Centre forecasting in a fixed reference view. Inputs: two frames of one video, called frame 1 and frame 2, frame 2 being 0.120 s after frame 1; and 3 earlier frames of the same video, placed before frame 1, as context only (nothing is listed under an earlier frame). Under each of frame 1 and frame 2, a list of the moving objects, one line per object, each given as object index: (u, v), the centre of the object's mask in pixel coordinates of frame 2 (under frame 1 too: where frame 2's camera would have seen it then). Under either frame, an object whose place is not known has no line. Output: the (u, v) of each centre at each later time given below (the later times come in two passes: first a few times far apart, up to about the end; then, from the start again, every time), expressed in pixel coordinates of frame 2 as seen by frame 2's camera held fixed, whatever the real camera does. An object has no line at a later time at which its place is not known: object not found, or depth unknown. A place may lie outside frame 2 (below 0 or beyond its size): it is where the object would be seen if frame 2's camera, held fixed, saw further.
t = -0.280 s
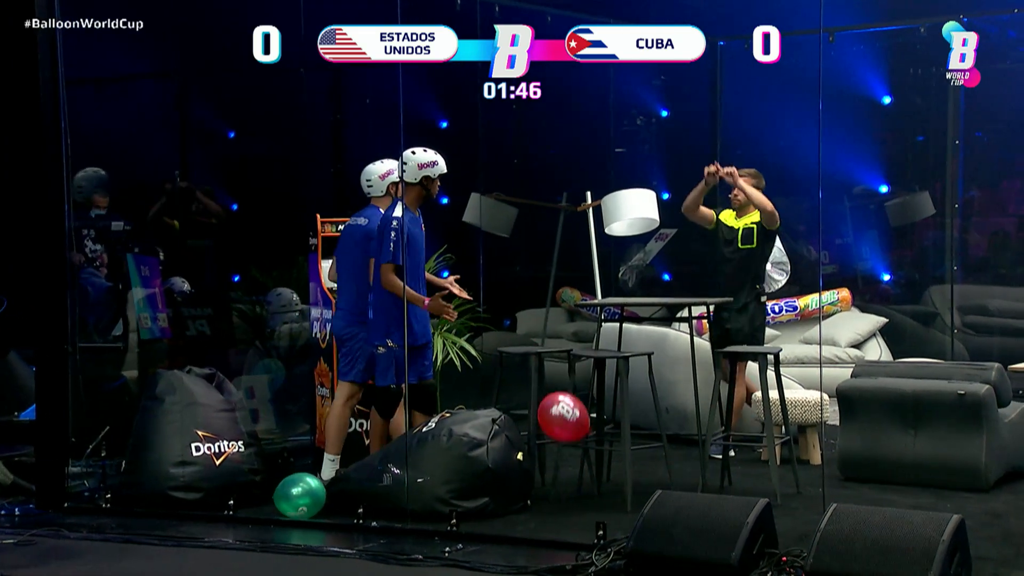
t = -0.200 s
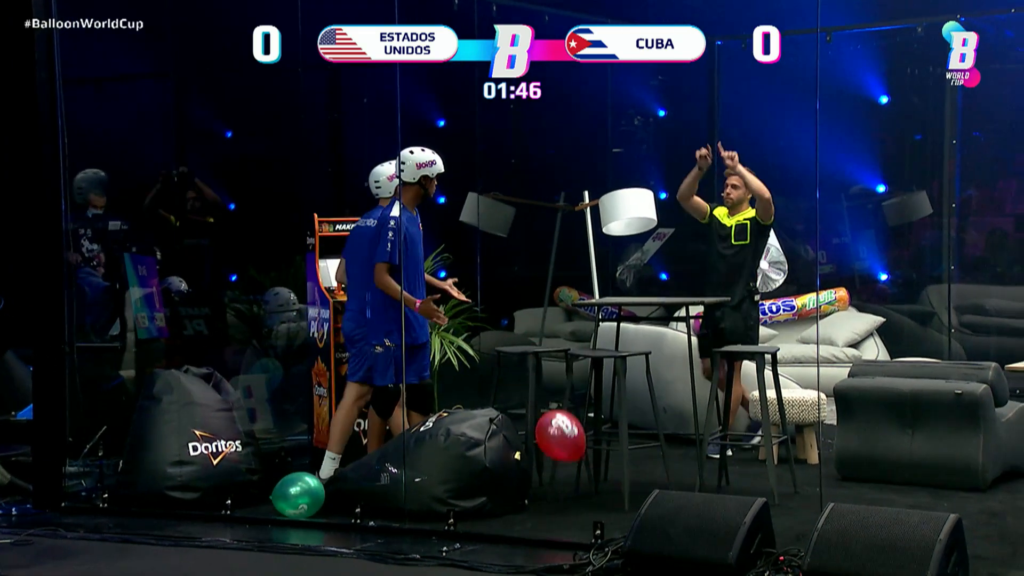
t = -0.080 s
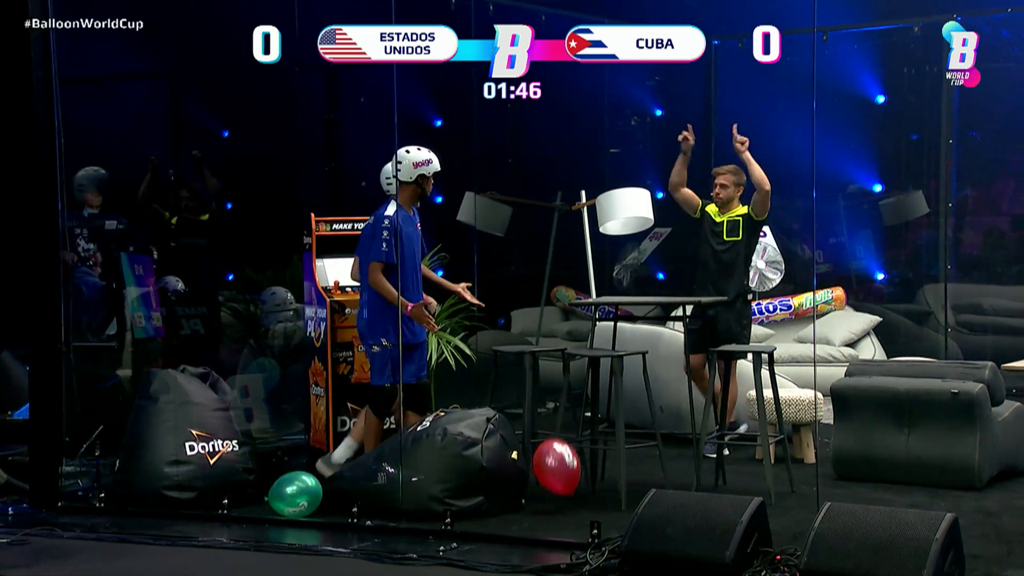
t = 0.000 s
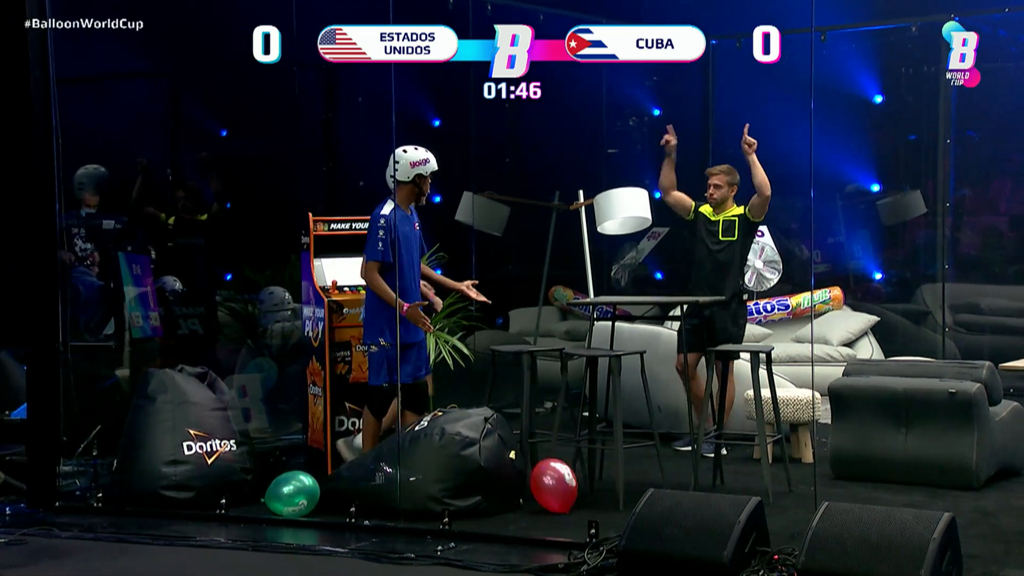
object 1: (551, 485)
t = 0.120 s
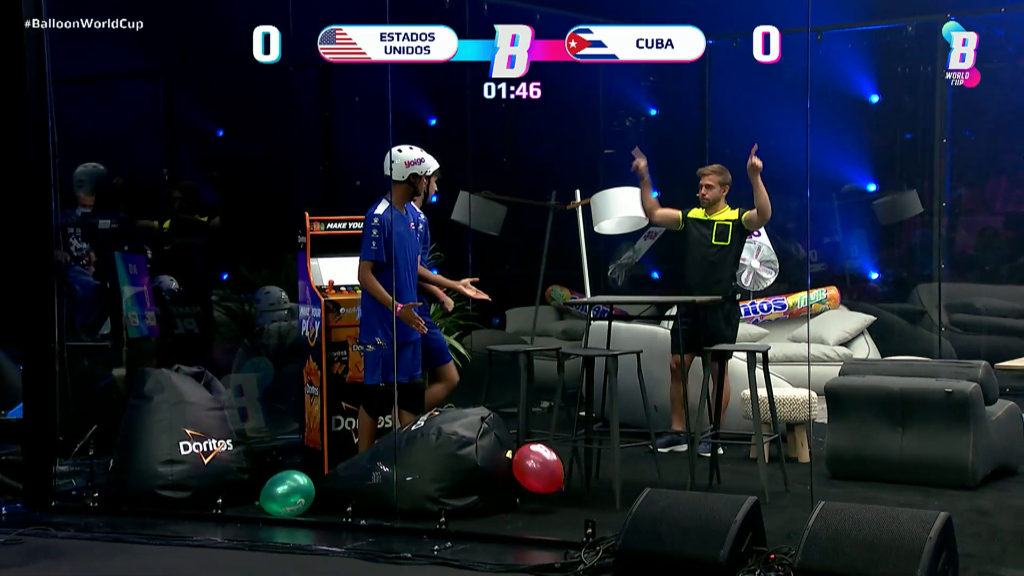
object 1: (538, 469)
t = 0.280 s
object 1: (548, 457)
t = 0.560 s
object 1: (566, 464)
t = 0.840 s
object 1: (581, 472)
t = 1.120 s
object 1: (580, 475)
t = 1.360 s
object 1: (578, 473)
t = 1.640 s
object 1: (580, 479)
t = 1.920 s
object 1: (571, 478)
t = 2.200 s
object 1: (560, 483)
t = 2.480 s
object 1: (544, 487)
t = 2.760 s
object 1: (550, 487)
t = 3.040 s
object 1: (559, 484)
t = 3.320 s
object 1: (558, 485)
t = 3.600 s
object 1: (551, 487)
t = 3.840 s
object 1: (548, 487)
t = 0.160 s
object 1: (540, 465)
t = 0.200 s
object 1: (543, 462)
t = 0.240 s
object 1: (546, 459)
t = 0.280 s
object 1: (548, 457)
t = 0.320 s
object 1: (551, 456)
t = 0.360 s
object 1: (554, 456)
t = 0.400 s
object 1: (556, 456)
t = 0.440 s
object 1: (559, 457)
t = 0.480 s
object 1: (561, 458)
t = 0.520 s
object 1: (563, 461)
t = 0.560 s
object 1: (566, 464)
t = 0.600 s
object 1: (568, 467)
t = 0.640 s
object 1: (570, 472)
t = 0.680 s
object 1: (573, 477)
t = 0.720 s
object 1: (575, 480)
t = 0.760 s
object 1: (577, 478)
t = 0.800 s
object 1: (579, 475)
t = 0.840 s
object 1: (581, 472)
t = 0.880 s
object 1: (583, 470)
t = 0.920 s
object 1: (585, 469)
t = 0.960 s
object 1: (586, 469)
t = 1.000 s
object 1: (586, 469)
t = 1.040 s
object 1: (584, 470)
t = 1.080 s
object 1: (582, 472)
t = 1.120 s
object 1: (580, 475)
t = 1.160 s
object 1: (578, 478)
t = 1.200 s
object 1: (577, 480)
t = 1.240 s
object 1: (577, 478)
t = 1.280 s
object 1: (578, 476)
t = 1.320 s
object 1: (578, 474)
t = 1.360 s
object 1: (578, 473)
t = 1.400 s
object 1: (579, 473)
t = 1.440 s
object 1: (579, 473)
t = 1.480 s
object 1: (580, 474)
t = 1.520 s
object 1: (580, 476)
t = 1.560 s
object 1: (580, 478)
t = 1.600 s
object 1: (580, 480)
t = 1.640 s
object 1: (580, 479)
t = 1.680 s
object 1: (578, 478)
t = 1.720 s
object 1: (577, 477)
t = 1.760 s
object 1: (576, 477)
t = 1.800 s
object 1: (575, 477)
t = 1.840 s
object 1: (574, 478)
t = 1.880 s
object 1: (572, 478)
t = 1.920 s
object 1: (571, 478)
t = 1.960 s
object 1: (570, 479)
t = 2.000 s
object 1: (569, 479)
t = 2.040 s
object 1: (567, 480)
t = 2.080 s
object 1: (566, 480)
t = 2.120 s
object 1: (564, 481)
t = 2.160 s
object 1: (562, 482)
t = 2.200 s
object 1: (560, 483)
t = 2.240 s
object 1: (558, 485)
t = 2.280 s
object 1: (556, 485)
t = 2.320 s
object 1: (553, 486)
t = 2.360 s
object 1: (551, 487)
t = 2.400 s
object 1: (548, 487)
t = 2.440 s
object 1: (547, 487)
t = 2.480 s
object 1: (544, 487)
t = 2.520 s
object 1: (543, 487)
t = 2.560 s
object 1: (543, 487)
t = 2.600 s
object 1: (545, 487)
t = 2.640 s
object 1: (546, 487)
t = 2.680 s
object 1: (547, 487)
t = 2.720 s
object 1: (548, 487)
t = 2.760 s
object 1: (550, 487)
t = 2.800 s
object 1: (551, 487)
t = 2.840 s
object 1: (553, 486)
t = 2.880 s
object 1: (554, 486)
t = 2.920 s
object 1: (556, 486)
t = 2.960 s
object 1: (557, 485)
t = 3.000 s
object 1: (558, 485)
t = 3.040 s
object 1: (559, 484)
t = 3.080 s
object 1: (560, 484)
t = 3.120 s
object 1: (560, 484)
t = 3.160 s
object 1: (560, 484)
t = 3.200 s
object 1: (560, 484)
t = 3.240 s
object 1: (559, 484)
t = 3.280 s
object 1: (559, 484)
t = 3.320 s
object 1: (558, 485)
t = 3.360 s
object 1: (557, 485)
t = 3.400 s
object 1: (556, 486)
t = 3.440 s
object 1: (555, 486)
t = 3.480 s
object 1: (554, 486)
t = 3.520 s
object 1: (553, 487)
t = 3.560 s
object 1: (552, 487)
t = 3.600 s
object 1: (551, 487)
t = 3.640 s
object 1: (550, 487)
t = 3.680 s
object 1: (550, 487)
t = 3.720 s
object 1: (549, 487)
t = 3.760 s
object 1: (548, 487)
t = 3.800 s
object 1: (548, 487)
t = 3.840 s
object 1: (548, 487)
